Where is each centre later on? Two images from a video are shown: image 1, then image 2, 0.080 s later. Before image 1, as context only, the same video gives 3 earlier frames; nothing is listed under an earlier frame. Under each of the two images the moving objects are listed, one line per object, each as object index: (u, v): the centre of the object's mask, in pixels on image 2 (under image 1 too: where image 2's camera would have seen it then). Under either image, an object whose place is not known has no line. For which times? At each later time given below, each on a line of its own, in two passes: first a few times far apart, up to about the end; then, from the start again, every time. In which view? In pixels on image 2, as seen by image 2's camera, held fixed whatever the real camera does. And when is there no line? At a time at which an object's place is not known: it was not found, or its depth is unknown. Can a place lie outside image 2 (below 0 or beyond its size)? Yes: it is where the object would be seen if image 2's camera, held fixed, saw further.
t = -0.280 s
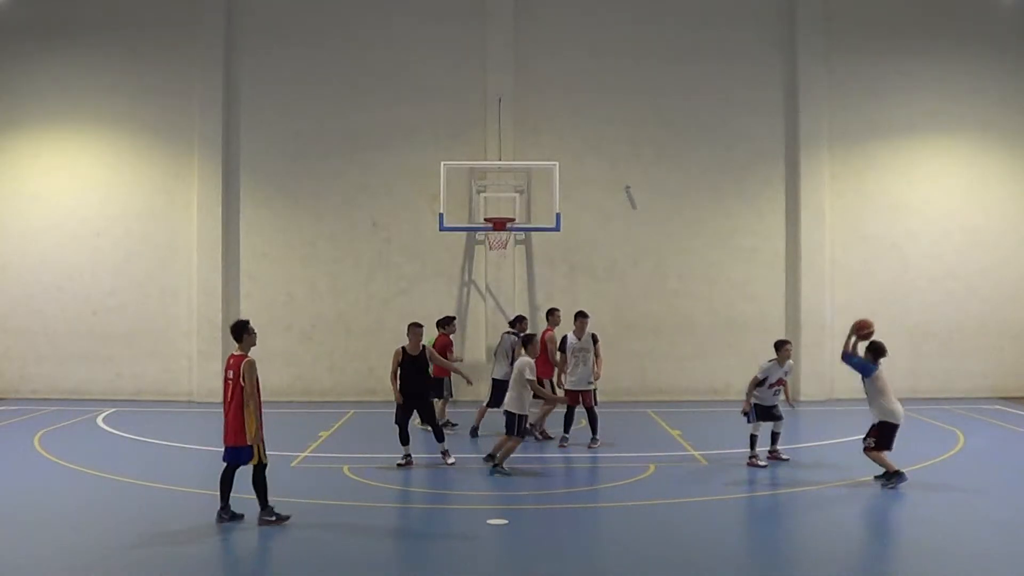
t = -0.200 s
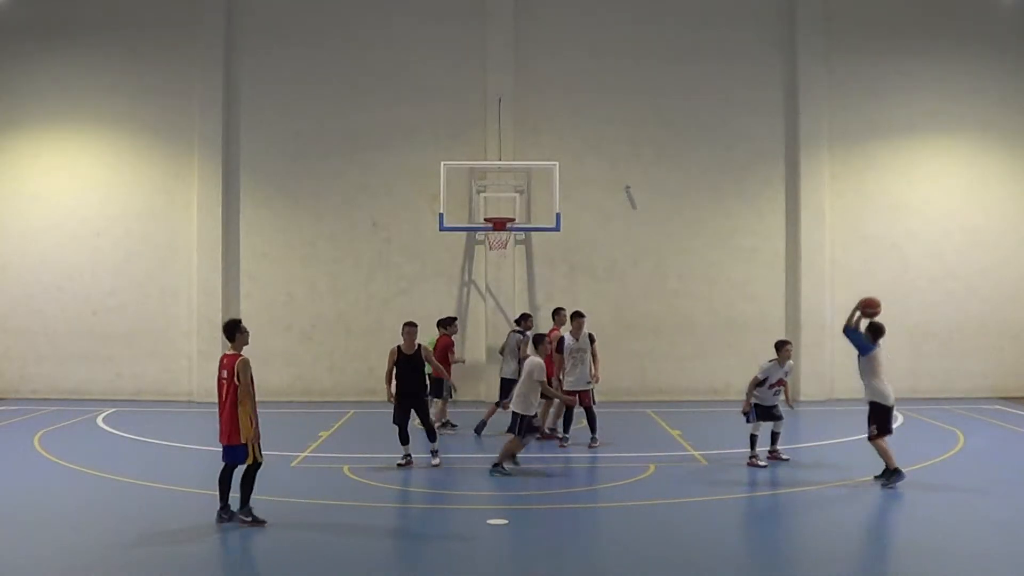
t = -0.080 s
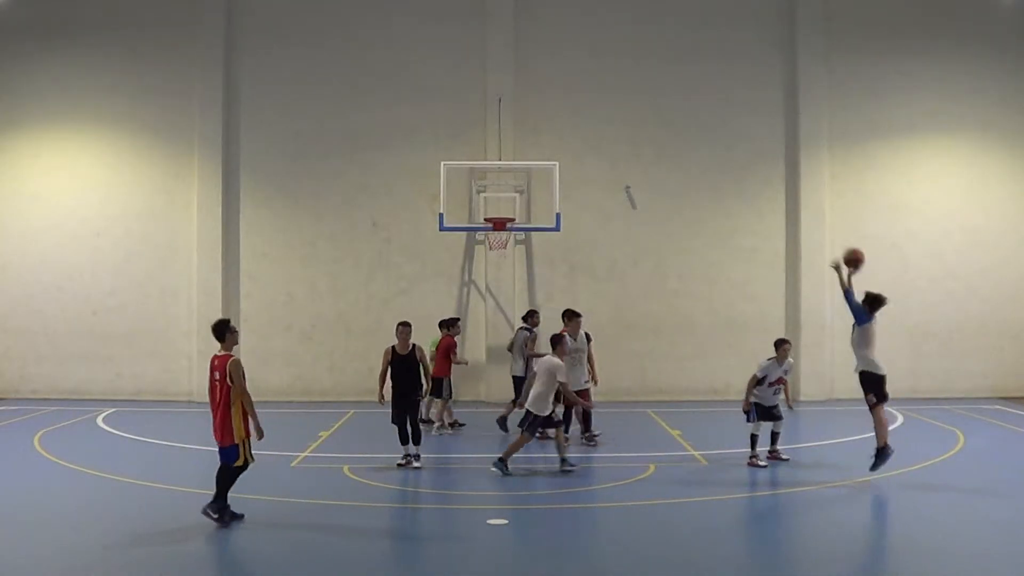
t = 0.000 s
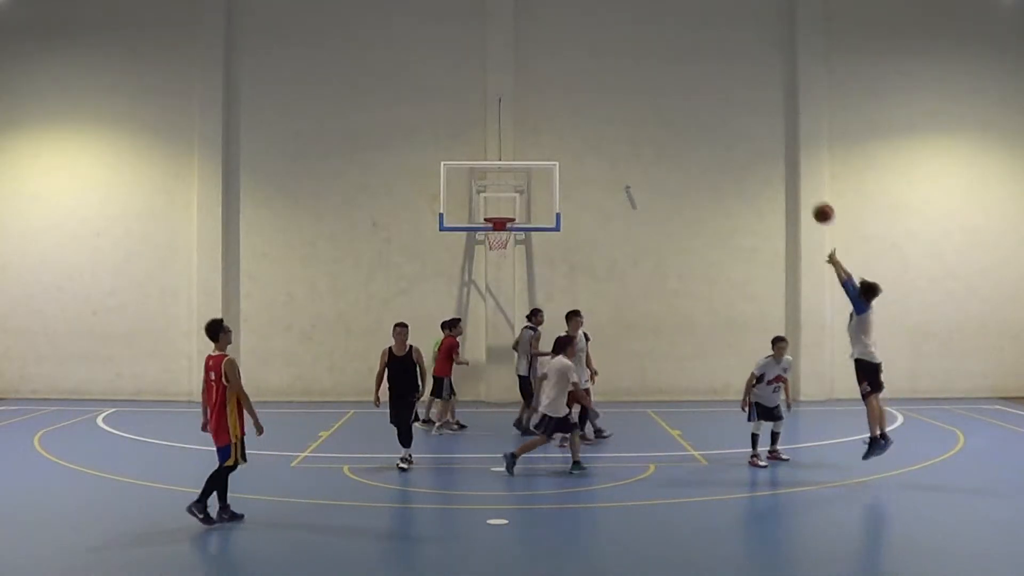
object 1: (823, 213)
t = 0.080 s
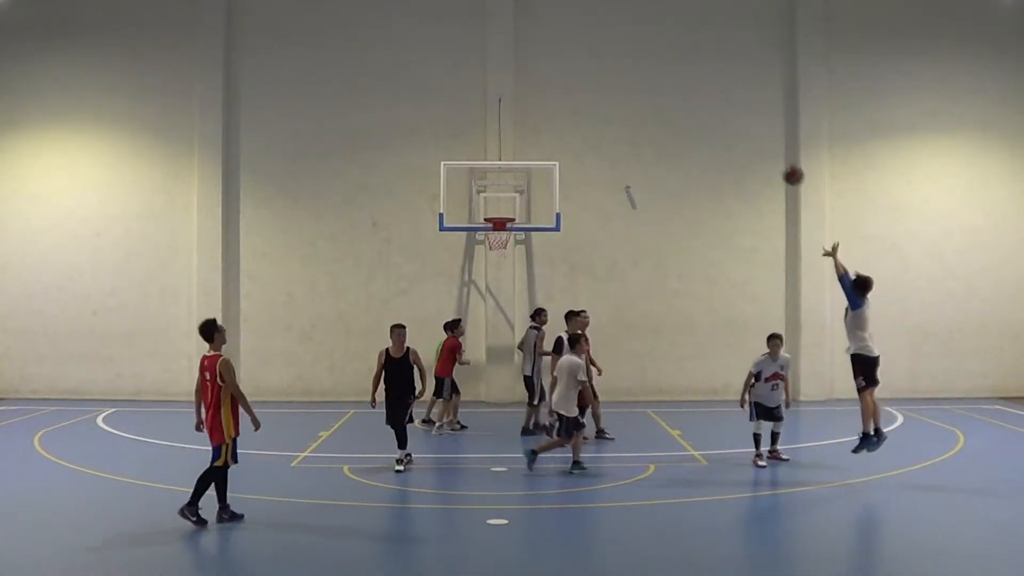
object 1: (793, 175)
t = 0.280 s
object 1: (723, 111)
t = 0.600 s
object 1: (629, 84)
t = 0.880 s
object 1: (560, 121)
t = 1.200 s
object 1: (494, 210)
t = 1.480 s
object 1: (458, 177)
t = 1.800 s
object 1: (414, 204)
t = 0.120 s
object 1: (778, 159)
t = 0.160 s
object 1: (764, 145)
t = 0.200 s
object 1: (750, 132)
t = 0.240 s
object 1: (737, 121)
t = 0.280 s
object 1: (723, 111)
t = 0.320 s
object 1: (710, 103)
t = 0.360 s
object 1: (698, 96)
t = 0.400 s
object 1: (686, 92)
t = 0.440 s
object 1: (674, 87)
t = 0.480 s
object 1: (661, 85)
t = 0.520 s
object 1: (650, 83)
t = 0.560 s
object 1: (639, 83)
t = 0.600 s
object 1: (629, 84)
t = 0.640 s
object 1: (619, 86)
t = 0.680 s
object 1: (609, 90)
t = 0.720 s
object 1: (598, 94)
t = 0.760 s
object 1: (588, 100)
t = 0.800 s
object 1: (578, 105)
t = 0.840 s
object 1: (569, 113)
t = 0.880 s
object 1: (560, 121)
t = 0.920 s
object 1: (551, 131)
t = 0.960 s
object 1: (542, 141)
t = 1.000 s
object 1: (533, 152)
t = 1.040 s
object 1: (525, 164)
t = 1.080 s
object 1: (516, 178)
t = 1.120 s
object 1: (507, 190)
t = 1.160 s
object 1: (500, 204)
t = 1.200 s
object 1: (494, 210)
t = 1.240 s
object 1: (488, 202)
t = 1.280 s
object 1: (484, 195)
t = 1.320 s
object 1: (479, 191)
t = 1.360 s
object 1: (474, 186)
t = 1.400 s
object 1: (469, 181)
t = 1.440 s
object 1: (463, 179)
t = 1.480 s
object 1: (458, 177)
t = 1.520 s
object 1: (452, 176)
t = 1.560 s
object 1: (447, 177)
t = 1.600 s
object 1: (442, 179)
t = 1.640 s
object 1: (436, 181)
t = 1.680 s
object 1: (431, 185)
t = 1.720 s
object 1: (425, 191)
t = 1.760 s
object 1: (419, 196)
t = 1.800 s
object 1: (414, 204)
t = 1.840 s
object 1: (408, 213)
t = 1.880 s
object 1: (402, 222)
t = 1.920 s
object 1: (396, 234)
